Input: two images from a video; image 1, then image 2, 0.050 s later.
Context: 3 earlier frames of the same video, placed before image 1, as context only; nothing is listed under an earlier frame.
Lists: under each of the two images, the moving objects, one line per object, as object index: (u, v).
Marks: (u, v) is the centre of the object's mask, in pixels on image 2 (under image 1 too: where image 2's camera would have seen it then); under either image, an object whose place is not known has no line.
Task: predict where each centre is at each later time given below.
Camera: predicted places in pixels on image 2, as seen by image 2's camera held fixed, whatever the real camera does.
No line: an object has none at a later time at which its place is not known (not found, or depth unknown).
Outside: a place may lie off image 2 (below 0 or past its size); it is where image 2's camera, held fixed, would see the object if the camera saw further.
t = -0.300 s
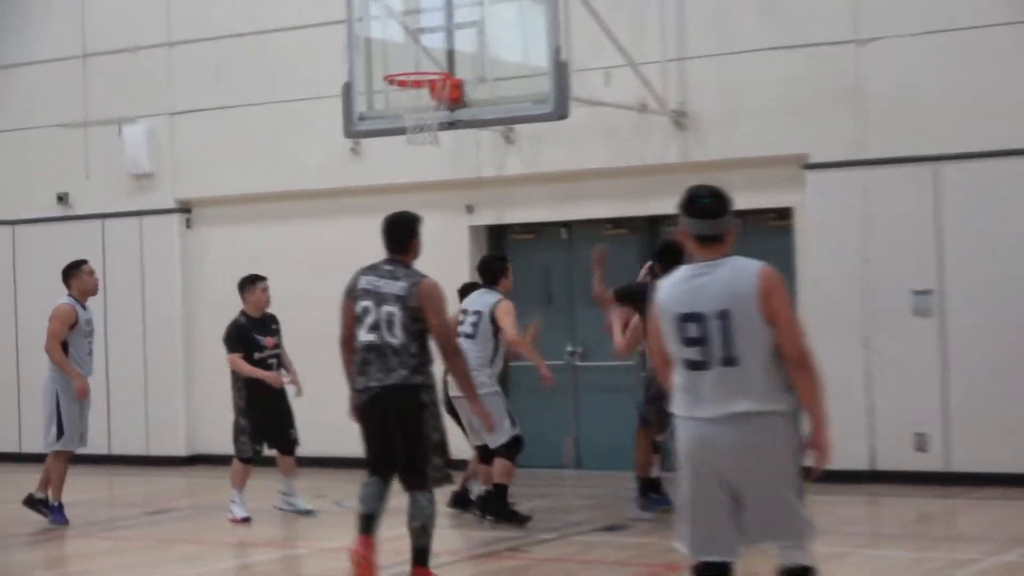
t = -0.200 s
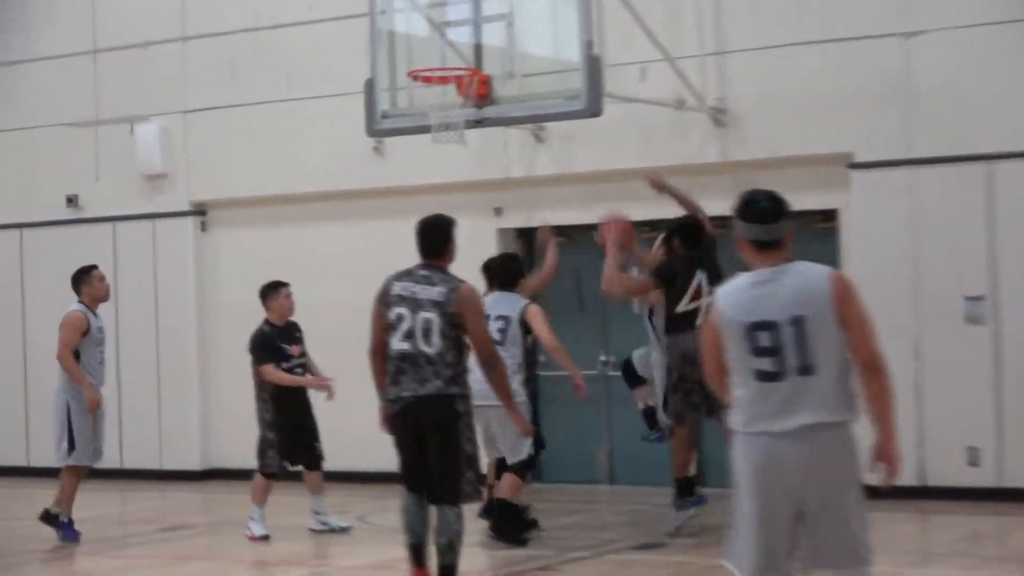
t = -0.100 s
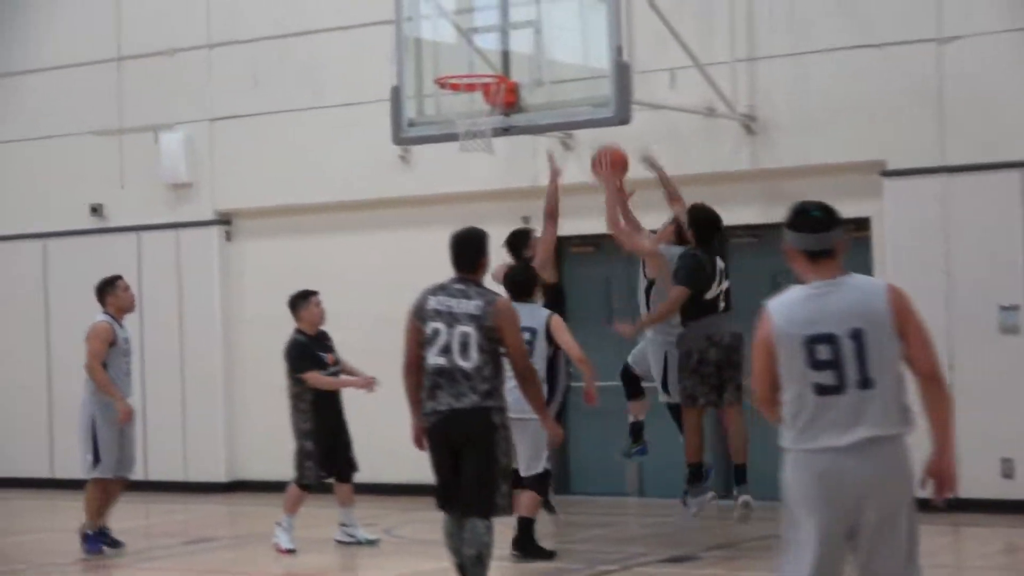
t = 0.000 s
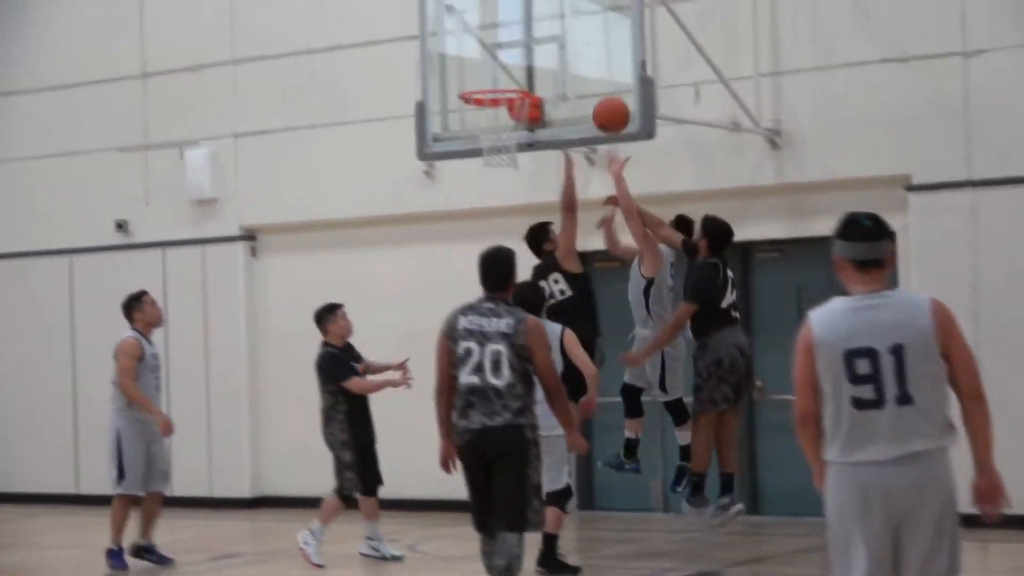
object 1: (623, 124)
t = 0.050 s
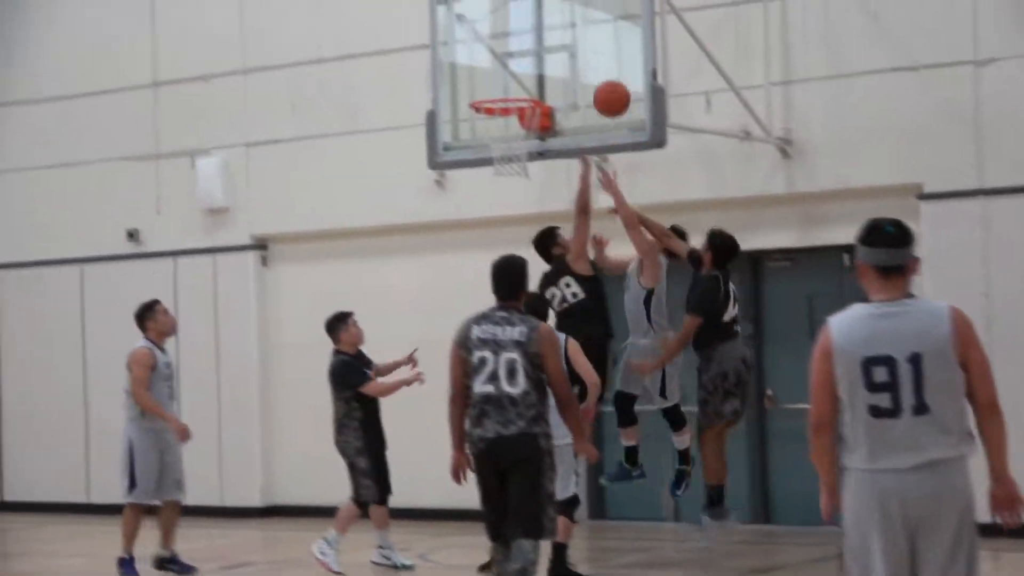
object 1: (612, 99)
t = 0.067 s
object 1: (608, 91)
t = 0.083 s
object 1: (605, 84)
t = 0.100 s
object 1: (602, 77)
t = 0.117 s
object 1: (598, 71)
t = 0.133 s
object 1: (595, 66)
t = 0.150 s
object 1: (591, 60)
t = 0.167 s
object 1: (588, 55)
